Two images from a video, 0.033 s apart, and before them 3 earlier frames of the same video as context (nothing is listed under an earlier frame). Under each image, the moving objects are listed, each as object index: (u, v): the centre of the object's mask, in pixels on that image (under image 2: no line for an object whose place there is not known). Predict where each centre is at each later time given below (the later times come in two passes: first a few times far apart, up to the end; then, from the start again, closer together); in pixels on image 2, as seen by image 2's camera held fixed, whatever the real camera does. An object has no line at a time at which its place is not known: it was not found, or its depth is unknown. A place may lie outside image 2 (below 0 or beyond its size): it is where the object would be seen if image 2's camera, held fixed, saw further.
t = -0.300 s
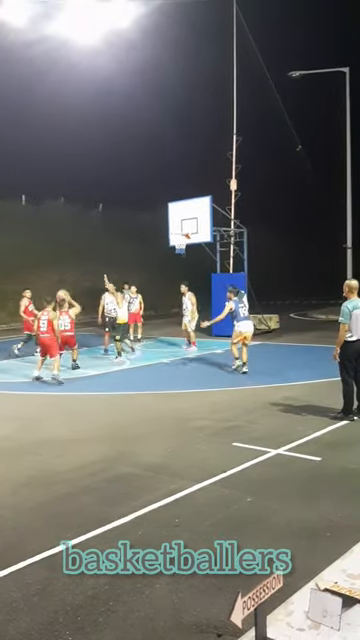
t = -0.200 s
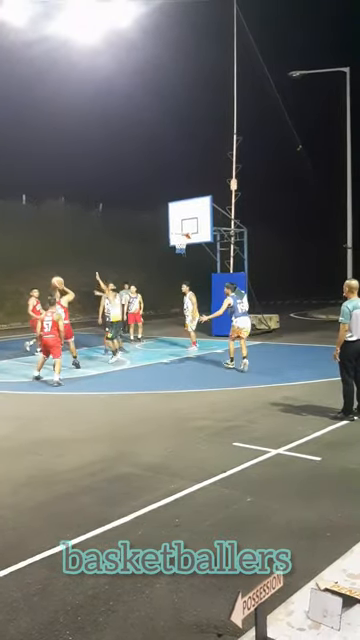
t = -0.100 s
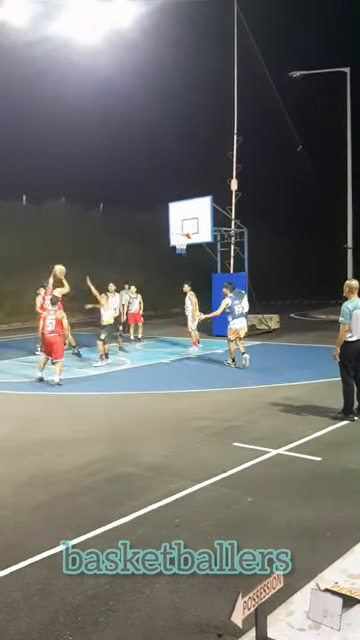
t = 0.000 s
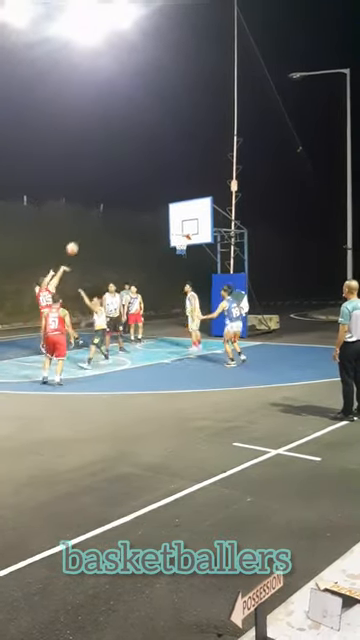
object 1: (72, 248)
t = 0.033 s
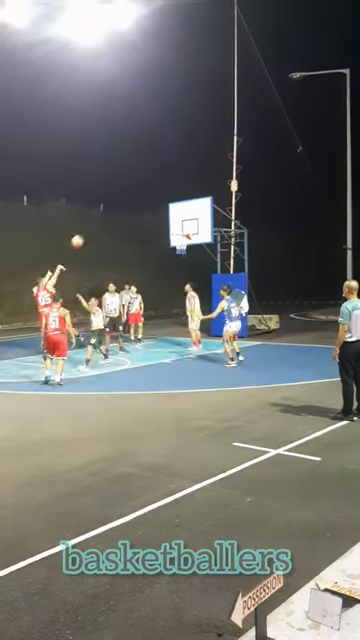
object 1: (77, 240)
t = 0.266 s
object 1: (109, 206)
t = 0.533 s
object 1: (143, 200)
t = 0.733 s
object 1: (165, 213)
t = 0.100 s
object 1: (86, 228)
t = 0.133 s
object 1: (91, 222)
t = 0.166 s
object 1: (95, 217)
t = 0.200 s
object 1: (100, 212)
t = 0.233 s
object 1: (104, 209)
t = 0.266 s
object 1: (109, 206)
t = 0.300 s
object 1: (114, 204)
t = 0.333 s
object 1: (118, 202)
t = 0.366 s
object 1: (123, 201)
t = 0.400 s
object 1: (127, 200)
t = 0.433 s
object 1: (131, 200)
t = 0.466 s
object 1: (135, 200)
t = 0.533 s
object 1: (143, 200)
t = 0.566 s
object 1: (147, 201)
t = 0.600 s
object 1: (151, 203)
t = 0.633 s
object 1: (154, 205)
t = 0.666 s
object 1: (158, 207)
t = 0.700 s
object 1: (161, 210)
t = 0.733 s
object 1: (165, 213)
